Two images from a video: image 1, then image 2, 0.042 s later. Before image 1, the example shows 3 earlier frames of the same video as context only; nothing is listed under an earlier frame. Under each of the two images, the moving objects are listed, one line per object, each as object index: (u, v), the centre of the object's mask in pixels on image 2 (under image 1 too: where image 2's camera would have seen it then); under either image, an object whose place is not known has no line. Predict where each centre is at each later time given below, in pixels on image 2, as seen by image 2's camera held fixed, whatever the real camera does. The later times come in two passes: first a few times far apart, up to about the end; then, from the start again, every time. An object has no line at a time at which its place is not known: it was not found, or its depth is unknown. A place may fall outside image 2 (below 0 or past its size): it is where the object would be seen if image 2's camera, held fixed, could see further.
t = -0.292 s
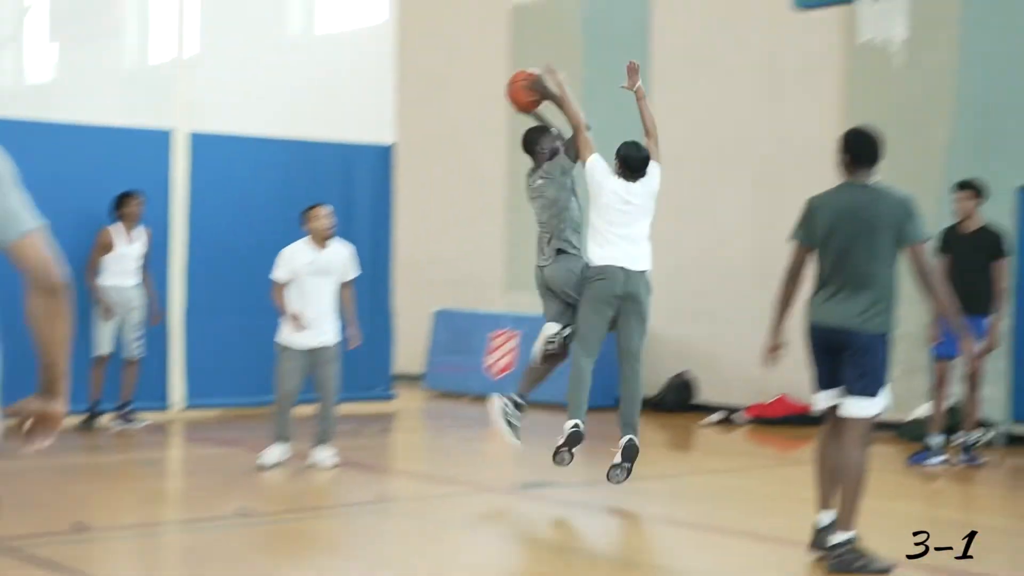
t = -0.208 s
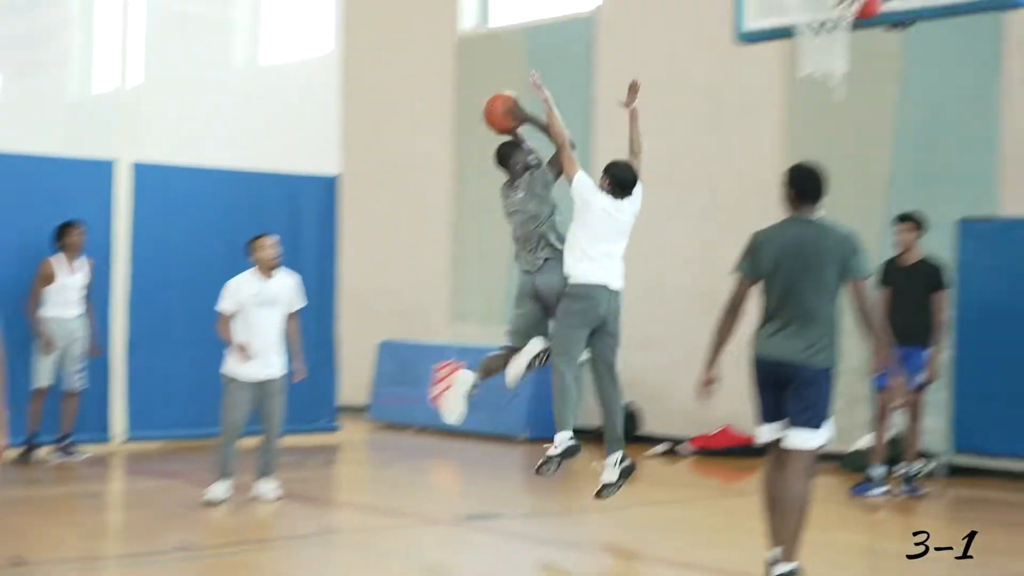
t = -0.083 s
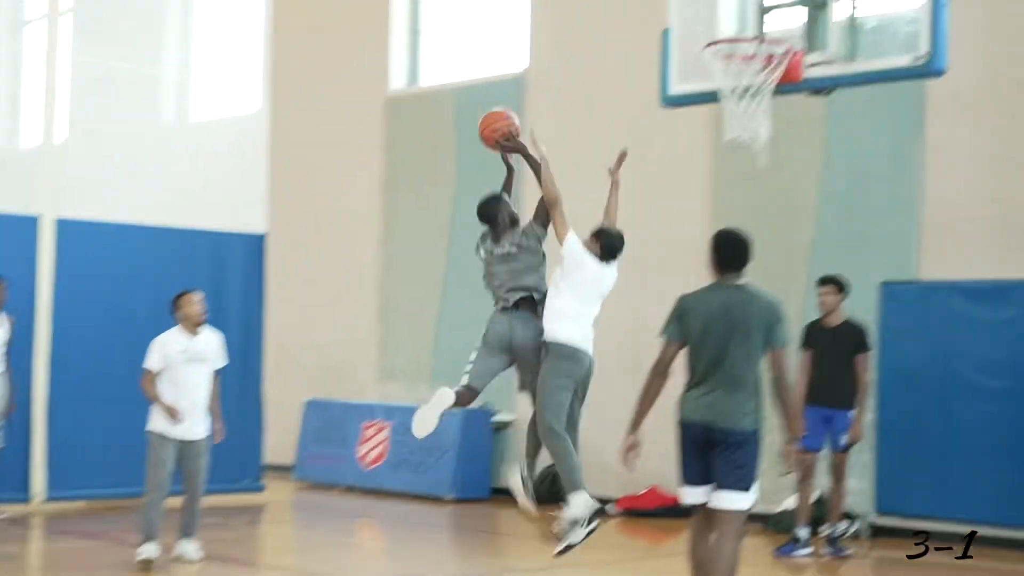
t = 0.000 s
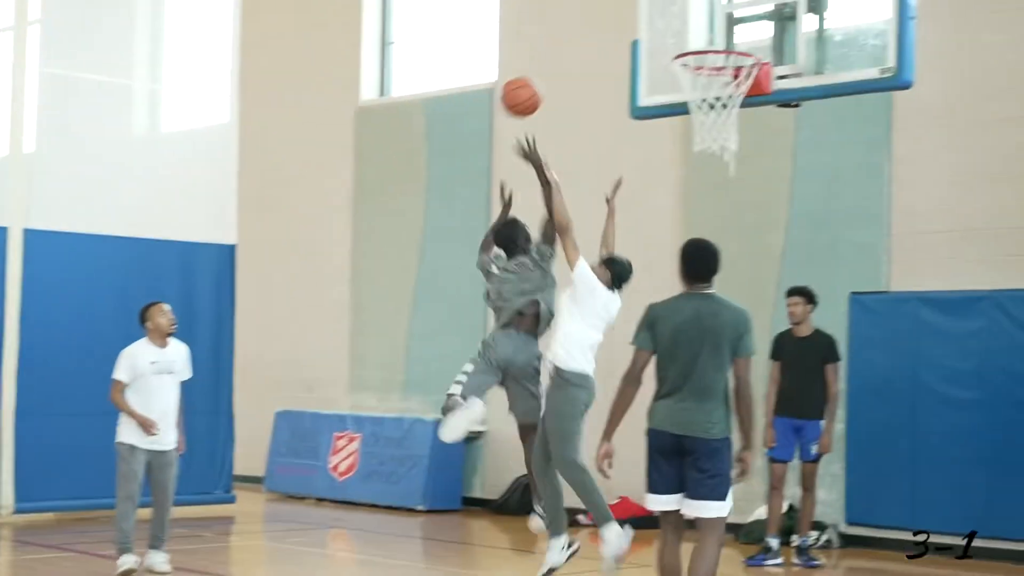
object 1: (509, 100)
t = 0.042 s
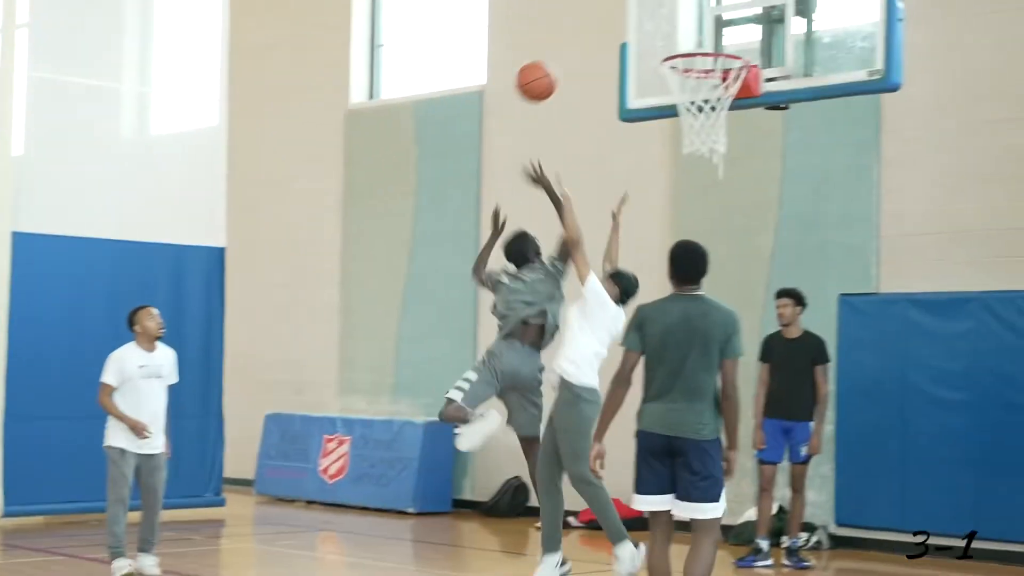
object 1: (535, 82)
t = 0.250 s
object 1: (663, 36)
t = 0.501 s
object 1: (687, 71)
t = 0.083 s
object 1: (562, 66)
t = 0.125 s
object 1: (587, 55)
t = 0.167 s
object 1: (614, 45)
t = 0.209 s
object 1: (639, 40)
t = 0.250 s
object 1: (663, 36)
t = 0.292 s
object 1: (689, 35)
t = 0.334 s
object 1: (695, 37)
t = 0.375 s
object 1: (692, 40)
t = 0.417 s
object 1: (690, 49)
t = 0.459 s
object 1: (686, 58)
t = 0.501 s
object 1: (687, 71)
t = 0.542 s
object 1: (693, 83)
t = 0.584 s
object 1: (698, 99)
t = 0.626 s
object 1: (705, 115)
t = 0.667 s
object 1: (711, 136)
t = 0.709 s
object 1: (721, 145)
